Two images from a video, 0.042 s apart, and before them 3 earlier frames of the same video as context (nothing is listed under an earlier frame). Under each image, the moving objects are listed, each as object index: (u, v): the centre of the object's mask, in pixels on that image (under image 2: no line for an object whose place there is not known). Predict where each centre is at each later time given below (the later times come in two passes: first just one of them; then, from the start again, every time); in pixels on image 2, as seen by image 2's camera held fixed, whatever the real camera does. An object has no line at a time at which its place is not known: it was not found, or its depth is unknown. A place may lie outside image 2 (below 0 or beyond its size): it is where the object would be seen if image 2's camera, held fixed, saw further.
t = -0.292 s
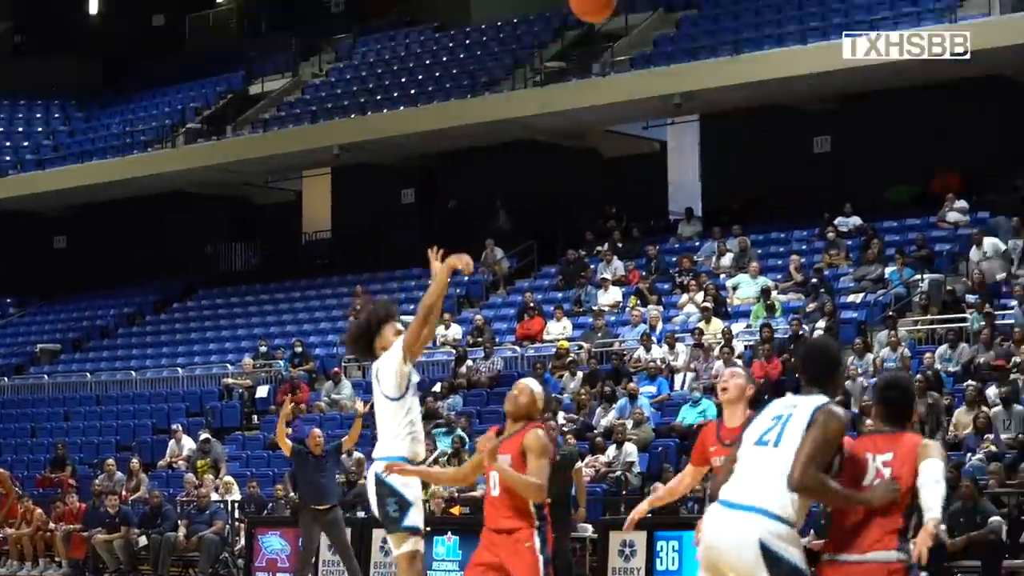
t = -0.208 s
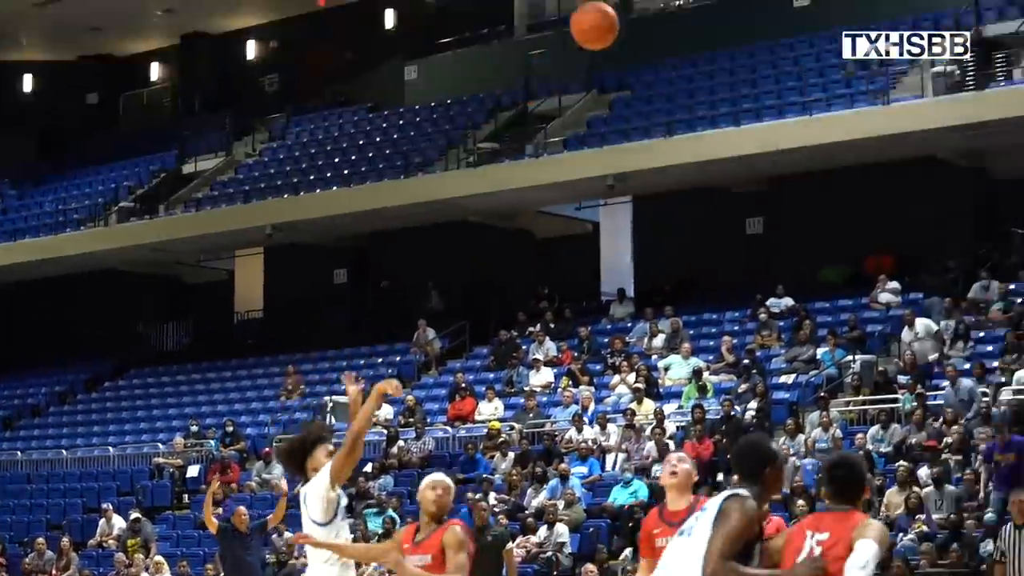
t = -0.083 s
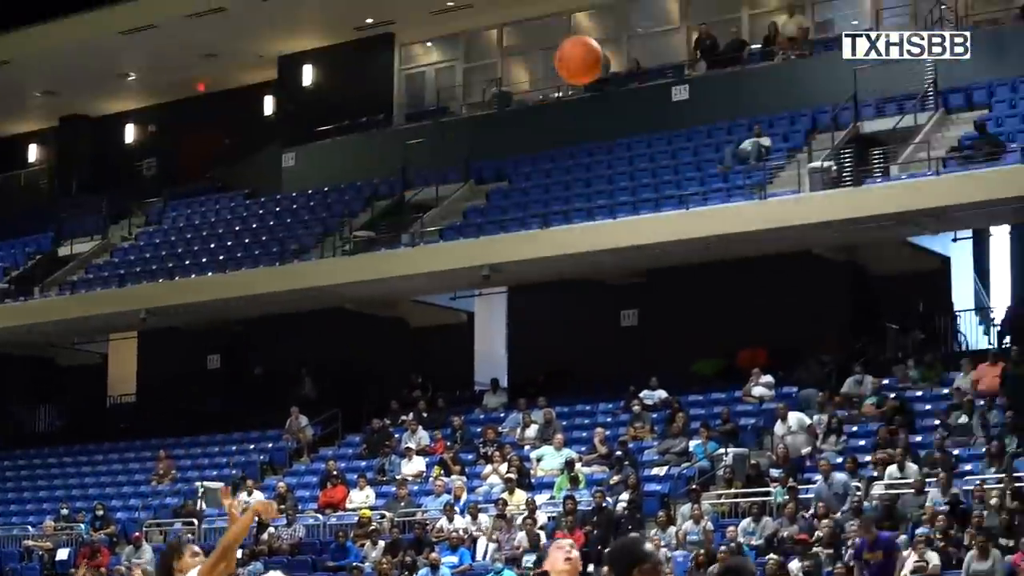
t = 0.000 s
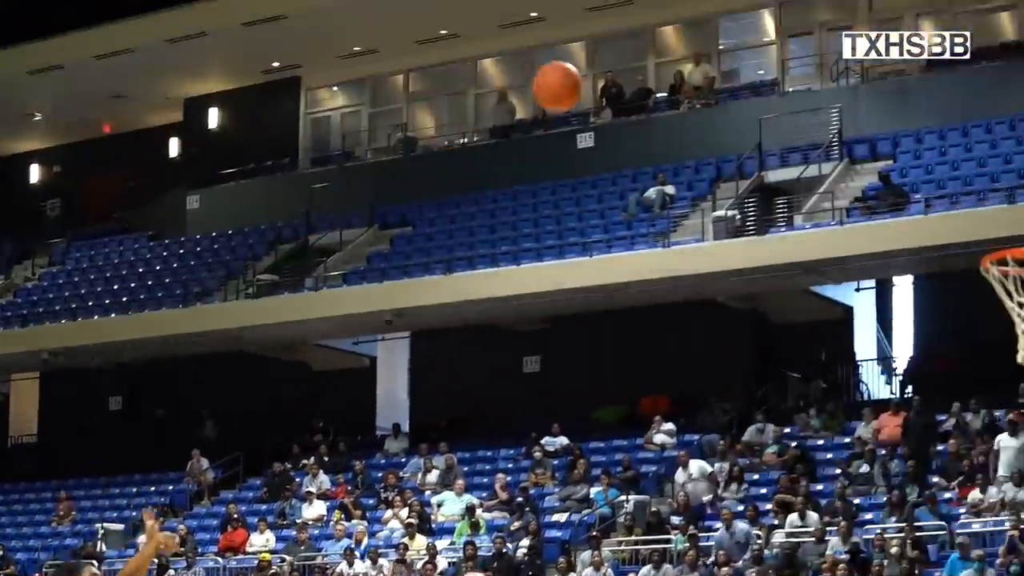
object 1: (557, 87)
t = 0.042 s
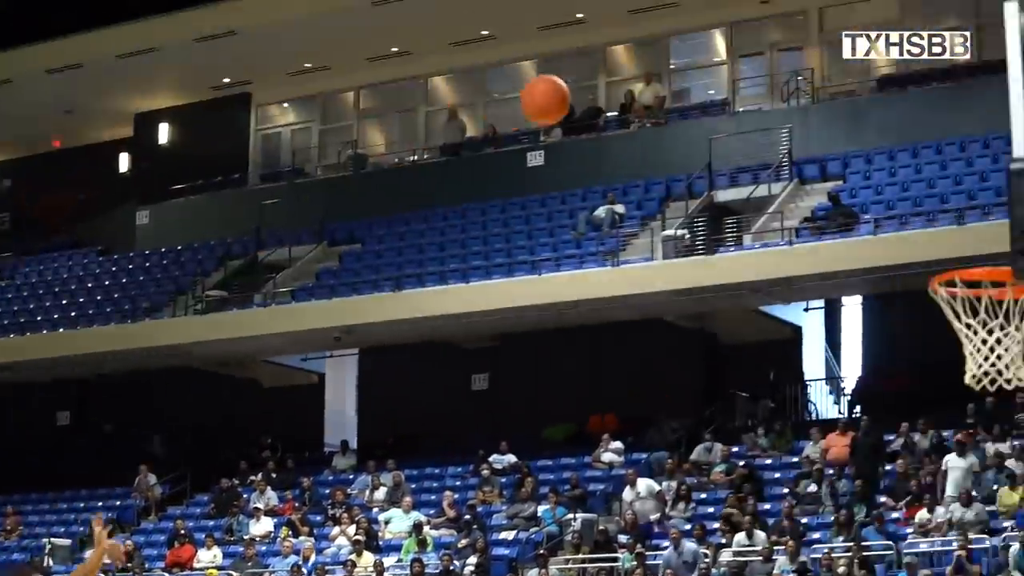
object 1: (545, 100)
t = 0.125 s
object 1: (621, 99)
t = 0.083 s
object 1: (582, 99)
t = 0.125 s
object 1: (621, 99)
